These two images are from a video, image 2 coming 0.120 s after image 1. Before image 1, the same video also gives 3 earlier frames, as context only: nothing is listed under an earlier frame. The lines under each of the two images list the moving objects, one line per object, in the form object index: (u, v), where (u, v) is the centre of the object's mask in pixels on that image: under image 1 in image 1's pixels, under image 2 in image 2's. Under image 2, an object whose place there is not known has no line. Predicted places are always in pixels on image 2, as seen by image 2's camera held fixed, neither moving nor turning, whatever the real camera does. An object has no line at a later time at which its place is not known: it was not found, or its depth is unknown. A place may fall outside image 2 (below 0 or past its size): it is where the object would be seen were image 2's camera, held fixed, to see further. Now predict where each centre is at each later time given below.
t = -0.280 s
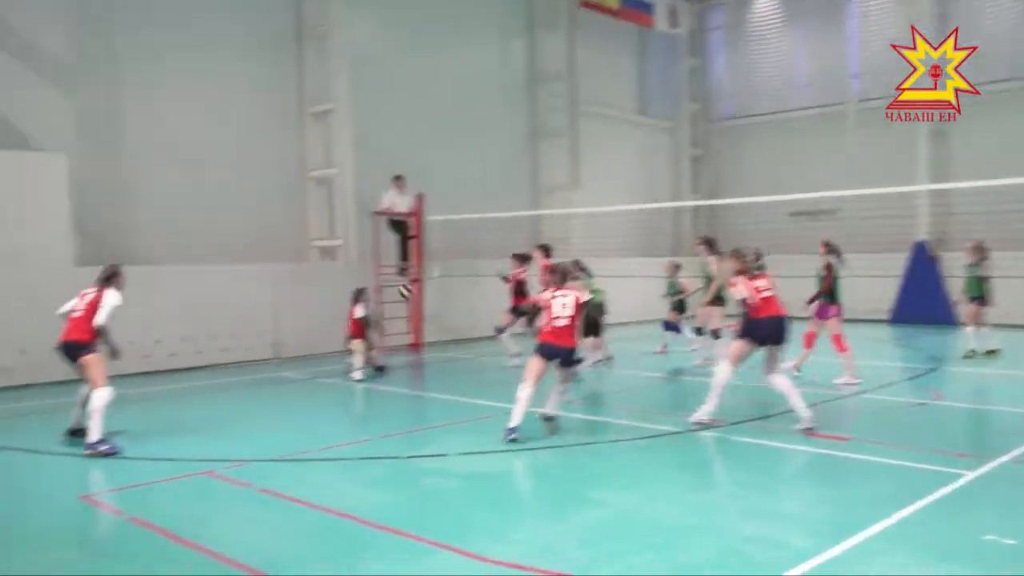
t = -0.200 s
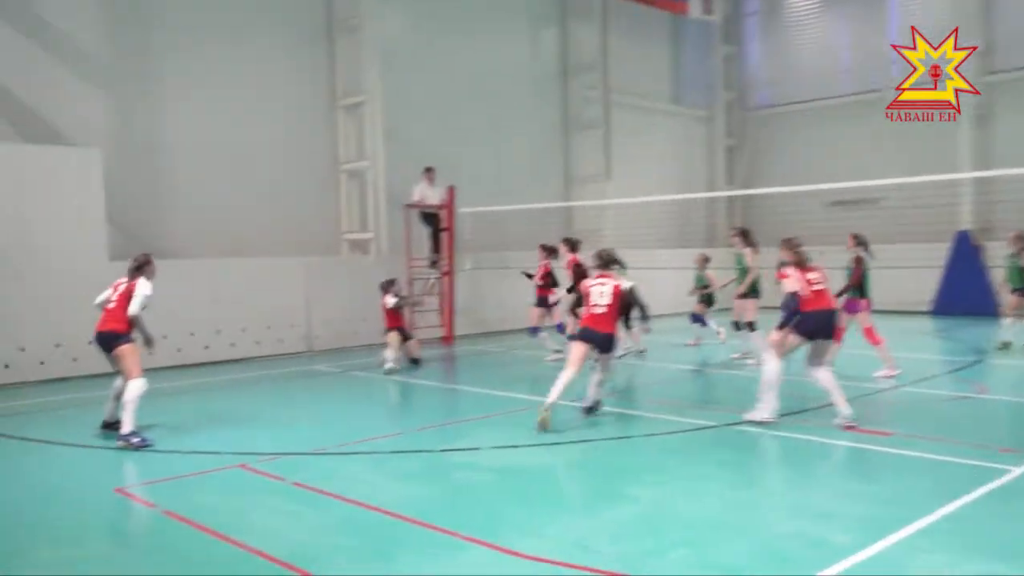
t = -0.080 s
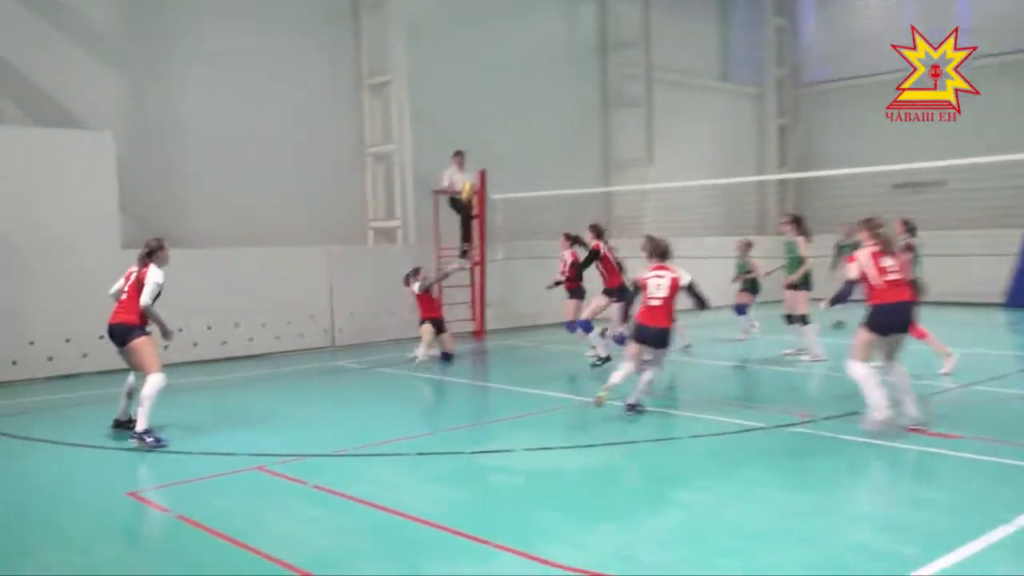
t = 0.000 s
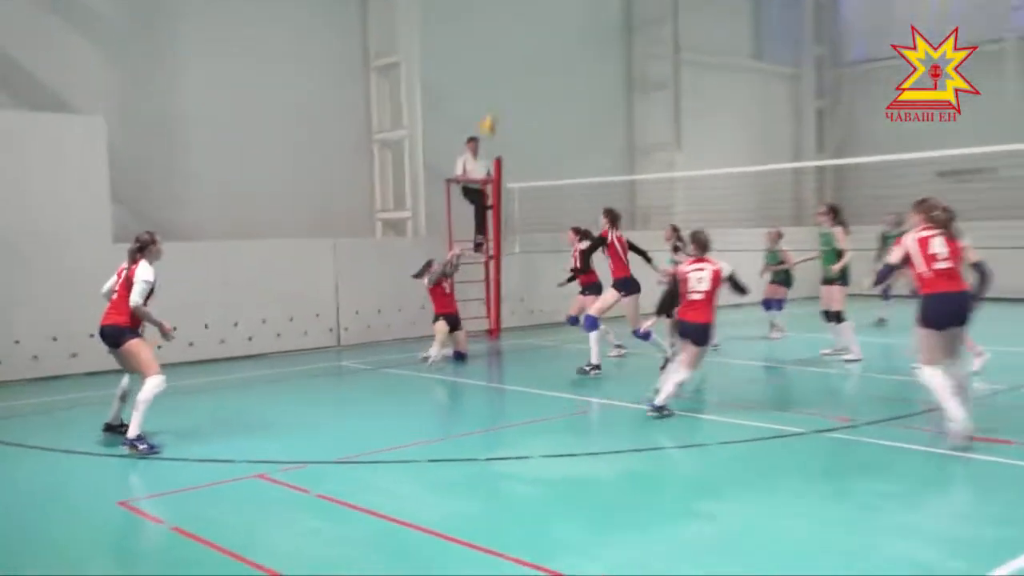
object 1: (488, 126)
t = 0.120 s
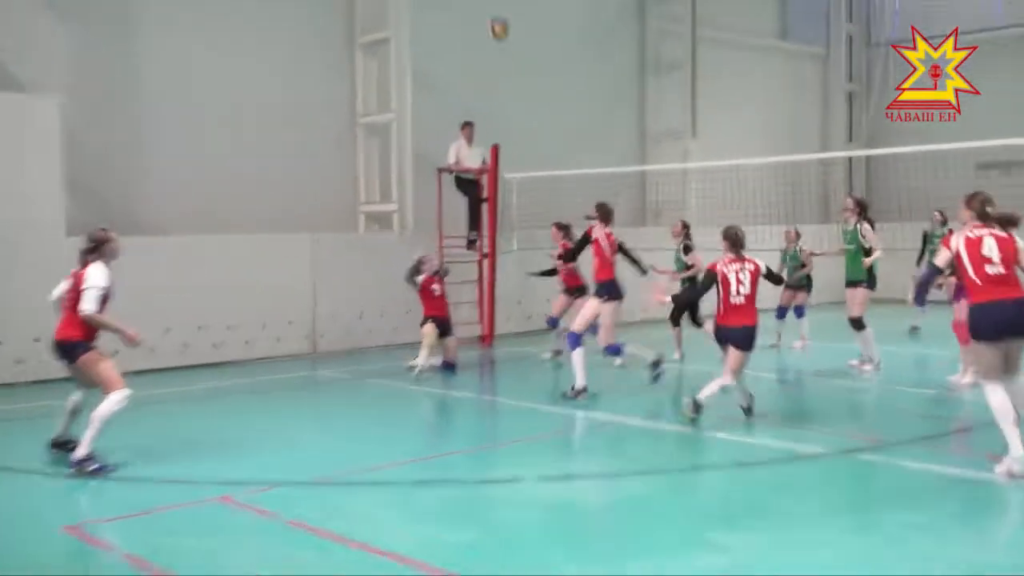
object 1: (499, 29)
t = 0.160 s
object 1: (504, 8)
